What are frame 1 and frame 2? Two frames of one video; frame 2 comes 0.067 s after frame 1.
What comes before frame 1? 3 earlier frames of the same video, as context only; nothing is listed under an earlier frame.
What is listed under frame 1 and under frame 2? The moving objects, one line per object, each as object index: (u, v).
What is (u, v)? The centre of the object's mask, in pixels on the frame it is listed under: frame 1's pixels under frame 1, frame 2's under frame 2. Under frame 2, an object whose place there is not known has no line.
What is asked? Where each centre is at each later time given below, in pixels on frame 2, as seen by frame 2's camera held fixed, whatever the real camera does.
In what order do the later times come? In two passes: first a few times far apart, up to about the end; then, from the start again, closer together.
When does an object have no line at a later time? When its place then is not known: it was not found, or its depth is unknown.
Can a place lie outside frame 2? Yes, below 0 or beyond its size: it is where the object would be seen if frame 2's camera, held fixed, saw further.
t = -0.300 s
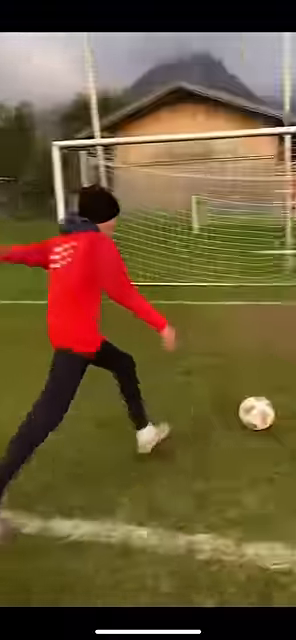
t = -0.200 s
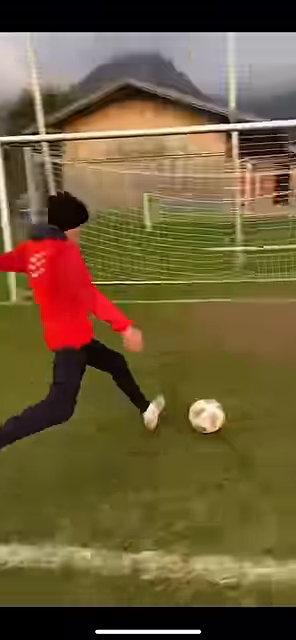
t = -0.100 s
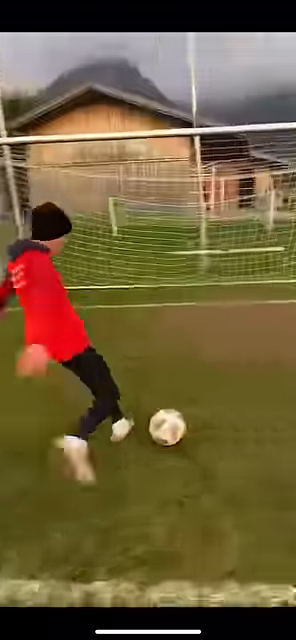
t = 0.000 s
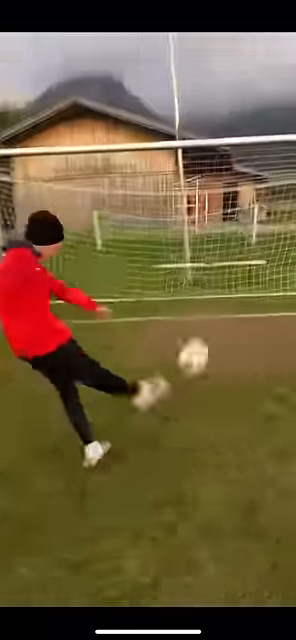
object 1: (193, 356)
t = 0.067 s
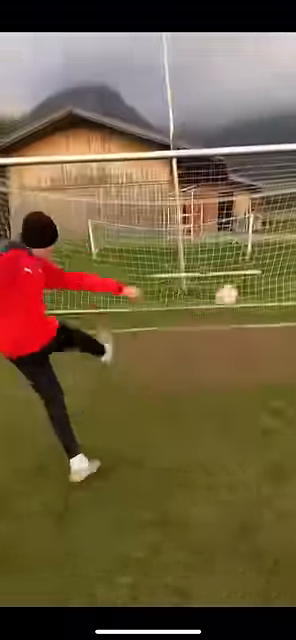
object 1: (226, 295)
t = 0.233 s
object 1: (266, 221)
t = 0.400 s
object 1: (284, 227)
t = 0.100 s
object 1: (238, 272)
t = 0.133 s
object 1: (248, 255)
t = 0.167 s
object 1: (258, 240)
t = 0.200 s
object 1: (265, 229)
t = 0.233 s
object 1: (266, 221)
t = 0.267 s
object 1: (273, 213)
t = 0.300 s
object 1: (275, 211)
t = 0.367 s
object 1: (282, 220)
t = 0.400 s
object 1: (284, 227)
